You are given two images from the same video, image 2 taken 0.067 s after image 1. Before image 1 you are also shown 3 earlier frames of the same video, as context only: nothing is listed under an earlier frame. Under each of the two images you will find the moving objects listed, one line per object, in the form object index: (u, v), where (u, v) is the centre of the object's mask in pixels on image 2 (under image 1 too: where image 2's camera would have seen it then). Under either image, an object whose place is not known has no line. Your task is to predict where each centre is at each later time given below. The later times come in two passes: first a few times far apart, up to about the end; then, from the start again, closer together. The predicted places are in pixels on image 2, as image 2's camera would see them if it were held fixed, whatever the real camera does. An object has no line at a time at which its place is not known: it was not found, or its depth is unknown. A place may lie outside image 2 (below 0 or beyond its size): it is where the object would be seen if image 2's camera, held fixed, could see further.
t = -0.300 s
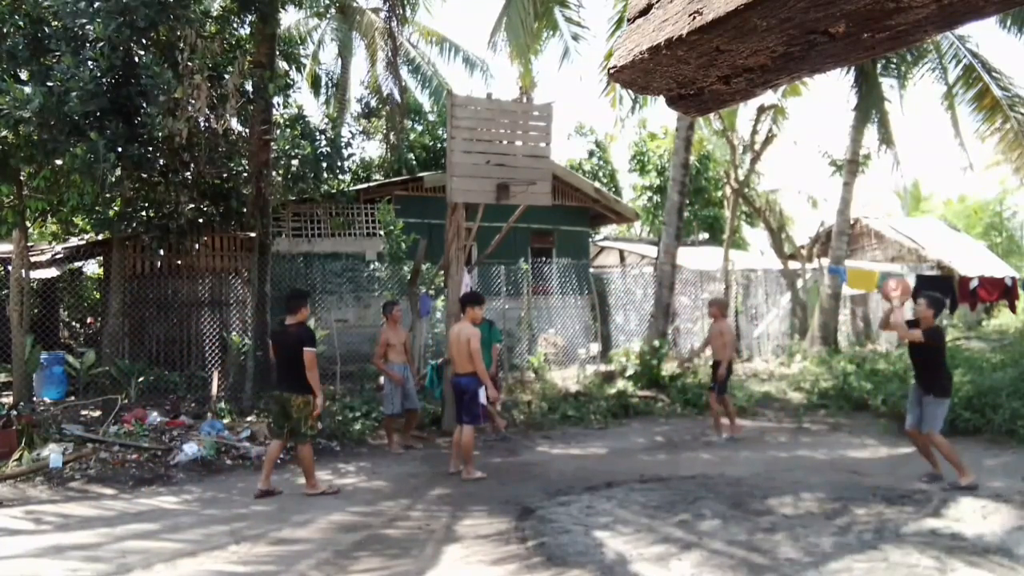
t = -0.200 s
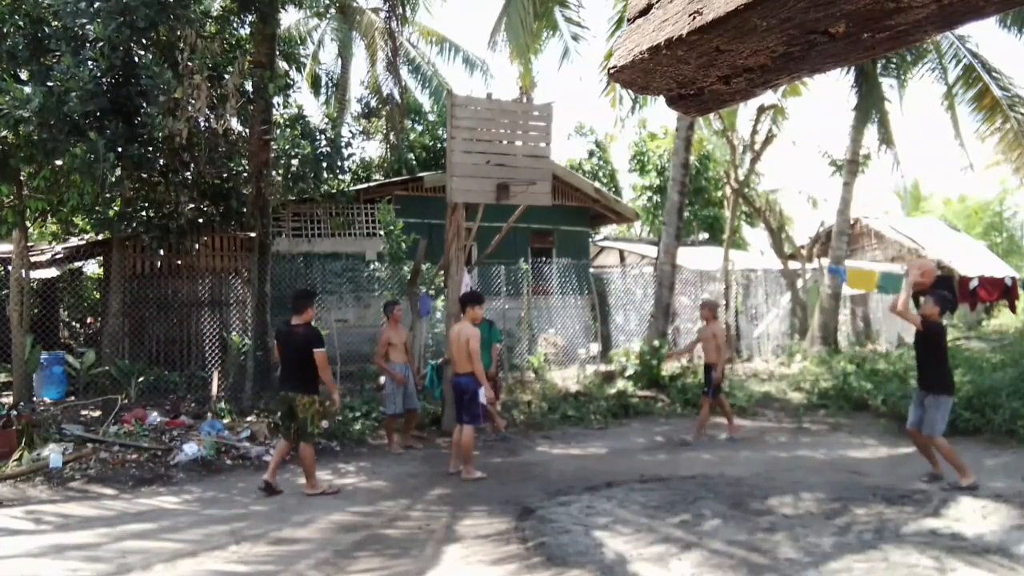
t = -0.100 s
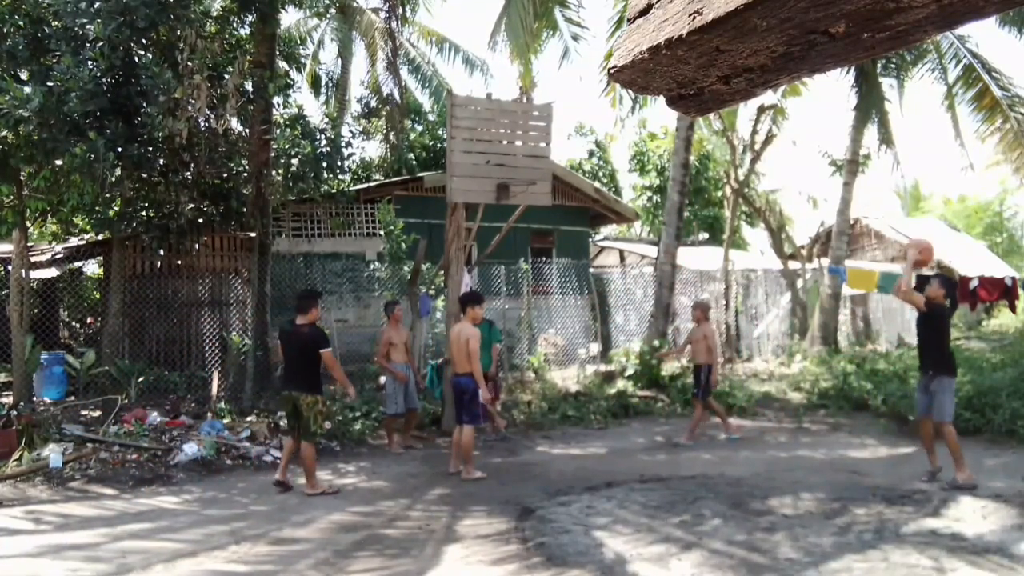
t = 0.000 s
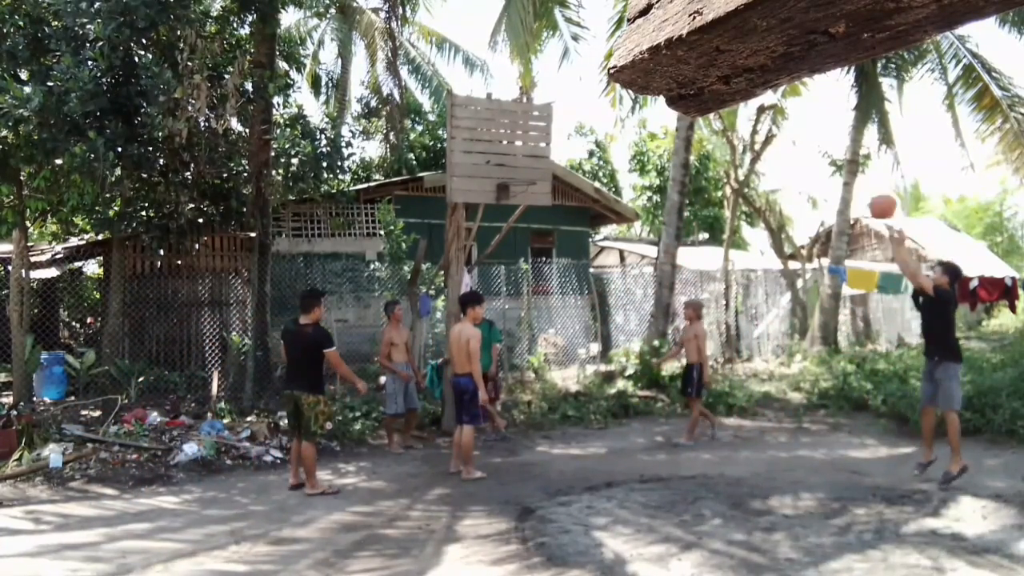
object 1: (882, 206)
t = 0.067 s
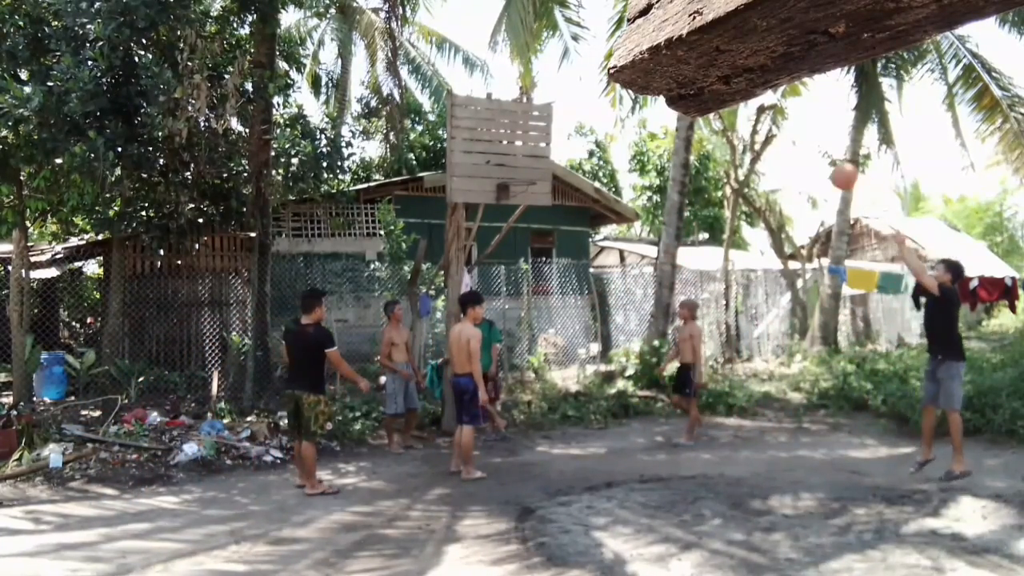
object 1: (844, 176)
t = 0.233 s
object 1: (752, 127)
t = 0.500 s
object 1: (624, 115)
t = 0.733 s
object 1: (526, 165)
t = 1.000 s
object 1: (570, 129)
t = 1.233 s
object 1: (640, 130)
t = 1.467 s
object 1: (719, 191)
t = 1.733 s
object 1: (824, 357)
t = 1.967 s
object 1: (918, 442)
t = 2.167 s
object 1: (997, 376)
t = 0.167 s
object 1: (787, 142)
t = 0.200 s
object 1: (769, 134)
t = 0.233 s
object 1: (752, 127)
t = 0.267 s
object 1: (734, 121)
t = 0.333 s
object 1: (703, 120)
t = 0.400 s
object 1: (669, 114)
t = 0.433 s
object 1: (653, 111)
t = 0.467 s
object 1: (638, 113)
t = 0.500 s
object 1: (624, 115)
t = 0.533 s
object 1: (609, 119)
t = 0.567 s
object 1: (594, 124)
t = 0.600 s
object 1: (580, 130)
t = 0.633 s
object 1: (566, 136)
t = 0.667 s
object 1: (551, 145)
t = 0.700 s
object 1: (539, 155)
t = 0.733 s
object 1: (526, 165)
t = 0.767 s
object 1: (513, 175)
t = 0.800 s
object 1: (514, 174)
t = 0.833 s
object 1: (524, 163)
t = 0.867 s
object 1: (532, 155)
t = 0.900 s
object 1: (541, 147)
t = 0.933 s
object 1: (550, 140)
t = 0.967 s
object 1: (560, 133)
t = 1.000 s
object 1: (570, 129)
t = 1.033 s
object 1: (579, 127)
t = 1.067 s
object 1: (588, 124)
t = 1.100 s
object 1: (598, 123)
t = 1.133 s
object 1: (608, 122)
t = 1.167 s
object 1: (618, 123)
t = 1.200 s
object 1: (628, 126)
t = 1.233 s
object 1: (640, 130)
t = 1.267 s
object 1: (650, 134)
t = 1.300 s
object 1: (661, 140)
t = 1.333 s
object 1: (672, 149)
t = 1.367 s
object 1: (685, 157)
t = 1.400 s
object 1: (696, 167)
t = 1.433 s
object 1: (707, 179)
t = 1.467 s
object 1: (719, 191)
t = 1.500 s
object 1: (731, 207)
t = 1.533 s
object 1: (743, 222)
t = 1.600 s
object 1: (770, 261)
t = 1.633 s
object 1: (783, 283)
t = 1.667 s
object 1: (797, 306)
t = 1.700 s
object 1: (811, 331)
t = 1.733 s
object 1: (824, 357)
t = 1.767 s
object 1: (840, 388)
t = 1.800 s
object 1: (854, 418)
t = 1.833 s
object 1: (869, 452)
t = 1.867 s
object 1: (885, 488)
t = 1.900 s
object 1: (895, 474)
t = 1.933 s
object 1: (907, 458)
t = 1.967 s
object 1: (918, 442)
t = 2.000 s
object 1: (930, 428)
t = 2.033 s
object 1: (942, 416)
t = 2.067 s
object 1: (956, 405)
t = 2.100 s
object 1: (969, 394)
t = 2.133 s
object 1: (983, 384)
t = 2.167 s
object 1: (997, 376)
